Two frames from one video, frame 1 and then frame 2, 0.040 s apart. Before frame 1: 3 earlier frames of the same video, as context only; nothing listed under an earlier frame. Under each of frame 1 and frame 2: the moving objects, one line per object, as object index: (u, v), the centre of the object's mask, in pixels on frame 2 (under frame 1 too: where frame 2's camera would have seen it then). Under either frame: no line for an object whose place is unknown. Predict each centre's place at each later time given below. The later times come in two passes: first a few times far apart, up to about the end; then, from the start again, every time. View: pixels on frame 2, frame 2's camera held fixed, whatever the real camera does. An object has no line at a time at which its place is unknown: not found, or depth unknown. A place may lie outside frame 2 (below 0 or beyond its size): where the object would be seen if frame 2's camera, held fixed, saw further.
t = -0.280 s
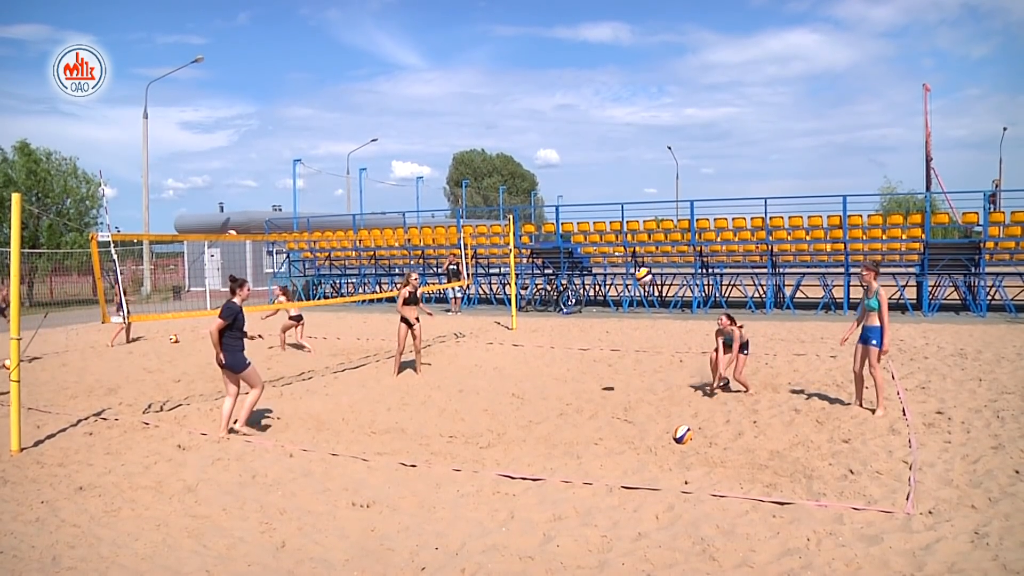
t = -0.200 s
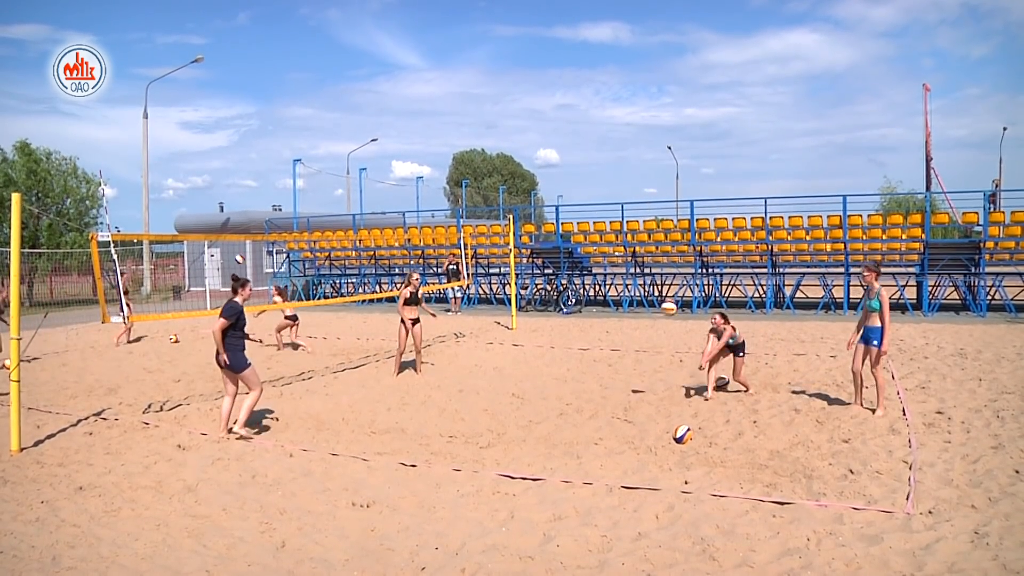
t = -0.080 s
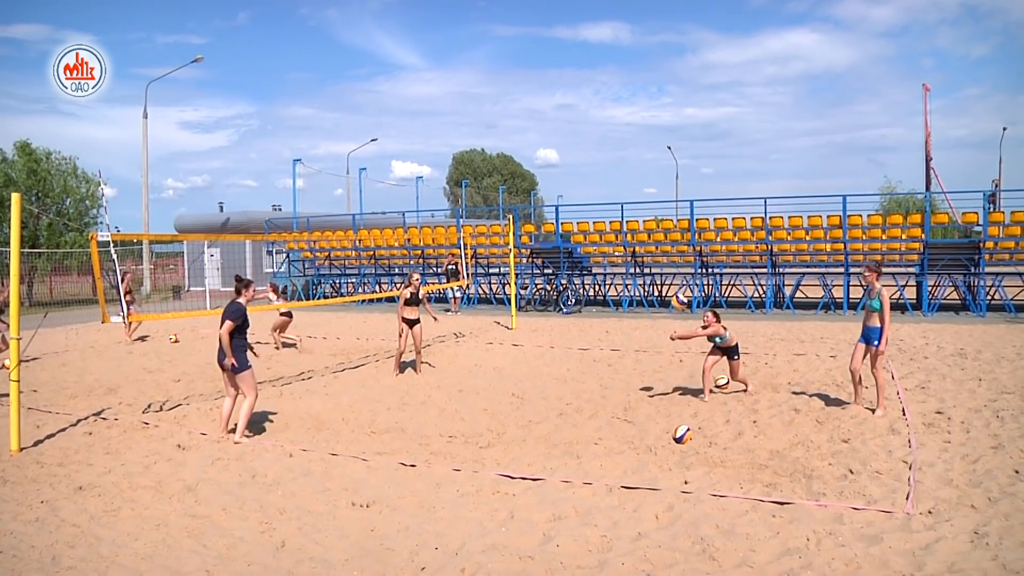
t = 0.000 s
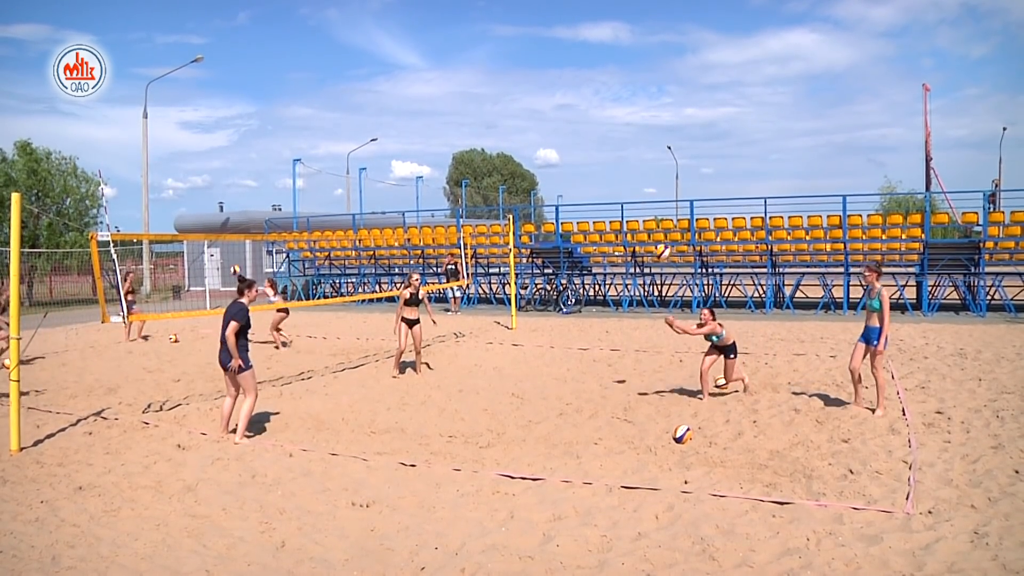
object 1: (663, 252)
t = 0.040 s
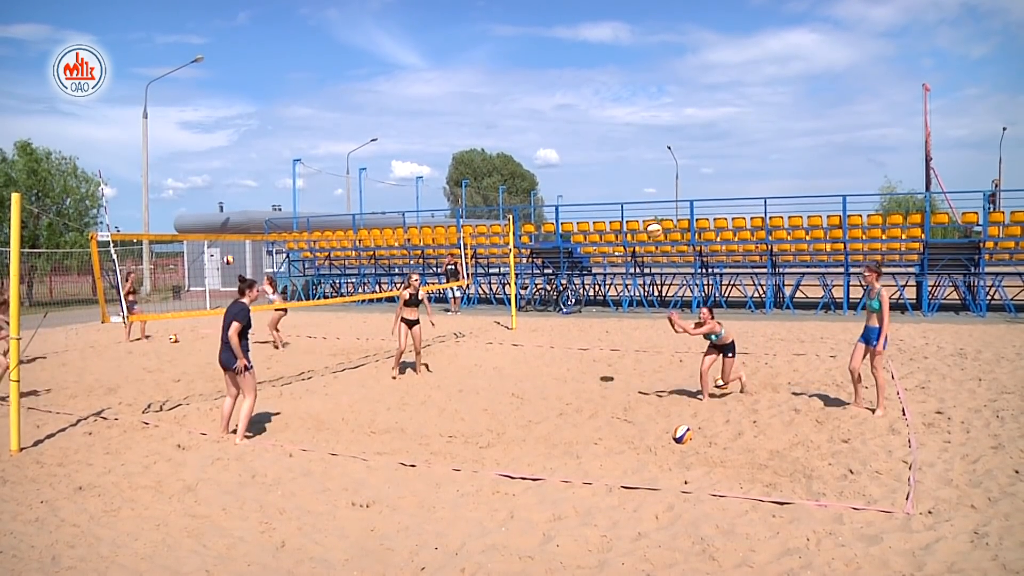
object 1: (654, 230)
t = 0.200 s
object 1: (622, 151)
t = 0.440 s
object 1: (577, 73)
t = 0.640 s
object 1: (542, 42)
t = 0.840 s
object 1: (508, 41)
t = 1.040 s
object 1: (475, 67)
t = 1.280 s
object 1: (436, 134)
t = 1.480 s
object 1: (406, 218)
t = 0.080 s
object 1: (646, 208)
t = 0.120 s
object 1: (638, 187)
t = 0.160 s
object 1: (630, 168)
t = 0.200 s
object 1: (622, 151)
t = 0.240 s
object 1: (614, 135)
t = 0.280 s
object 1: (607, 120)
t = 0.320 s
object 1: (599, 106)
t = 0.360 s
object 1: (591, 94)
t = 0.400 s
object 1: (584, 83)
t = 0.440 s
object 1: (577, 73)
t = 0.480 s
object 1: (570, 65)
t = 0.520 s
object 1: (562, 57)
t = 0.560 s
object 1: (556, 51)
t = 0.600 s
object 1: (549, 46)
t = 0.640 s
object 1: (542, 42)
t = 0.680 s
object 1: (535, 40)
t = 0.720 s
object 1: (528, 38)
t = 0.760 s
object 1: (521, 37)
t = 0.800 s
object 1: (515, 39)
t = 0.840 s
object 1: (508, 41)
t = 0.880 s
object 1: (502, 43)
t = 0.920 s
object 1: (495, 48)
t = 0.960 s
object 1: (488, 53)
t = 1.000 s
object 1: (482, 59)
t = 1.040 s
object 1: (475, 67)
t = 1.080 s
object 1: (469, 75)
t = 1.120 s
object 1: (462, 85)
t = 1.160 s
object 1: (455, 96)
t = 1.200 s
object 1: (449, 107)
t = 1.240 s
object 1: (443, 120)
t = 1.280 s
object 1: (436, 134)
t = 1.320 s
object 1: (430, 149)
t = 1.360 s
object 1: (424, 165)
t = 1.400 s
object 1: (417, 182)
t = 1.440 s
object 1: (411, 199)
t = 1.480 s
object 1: (406, 218)
